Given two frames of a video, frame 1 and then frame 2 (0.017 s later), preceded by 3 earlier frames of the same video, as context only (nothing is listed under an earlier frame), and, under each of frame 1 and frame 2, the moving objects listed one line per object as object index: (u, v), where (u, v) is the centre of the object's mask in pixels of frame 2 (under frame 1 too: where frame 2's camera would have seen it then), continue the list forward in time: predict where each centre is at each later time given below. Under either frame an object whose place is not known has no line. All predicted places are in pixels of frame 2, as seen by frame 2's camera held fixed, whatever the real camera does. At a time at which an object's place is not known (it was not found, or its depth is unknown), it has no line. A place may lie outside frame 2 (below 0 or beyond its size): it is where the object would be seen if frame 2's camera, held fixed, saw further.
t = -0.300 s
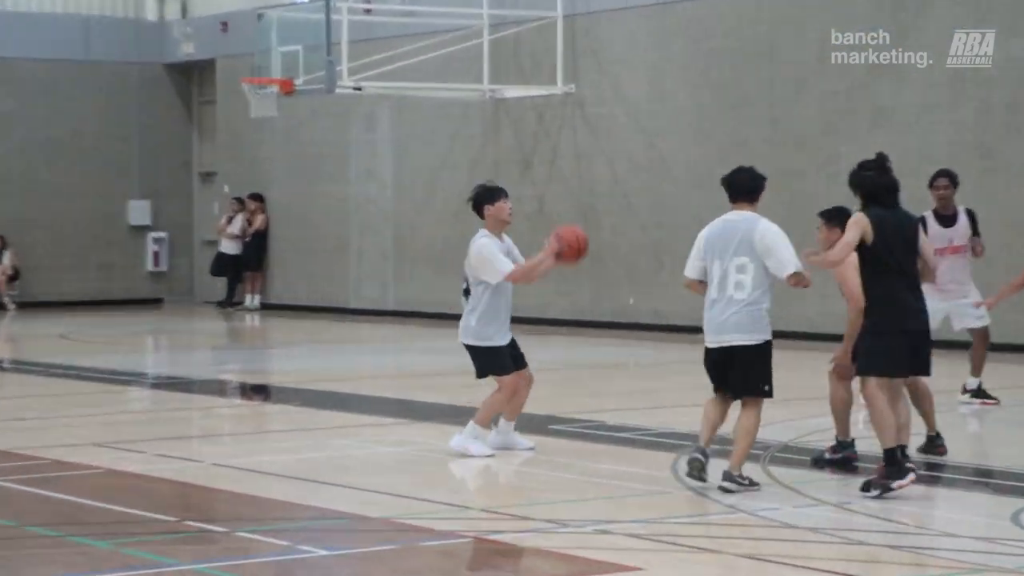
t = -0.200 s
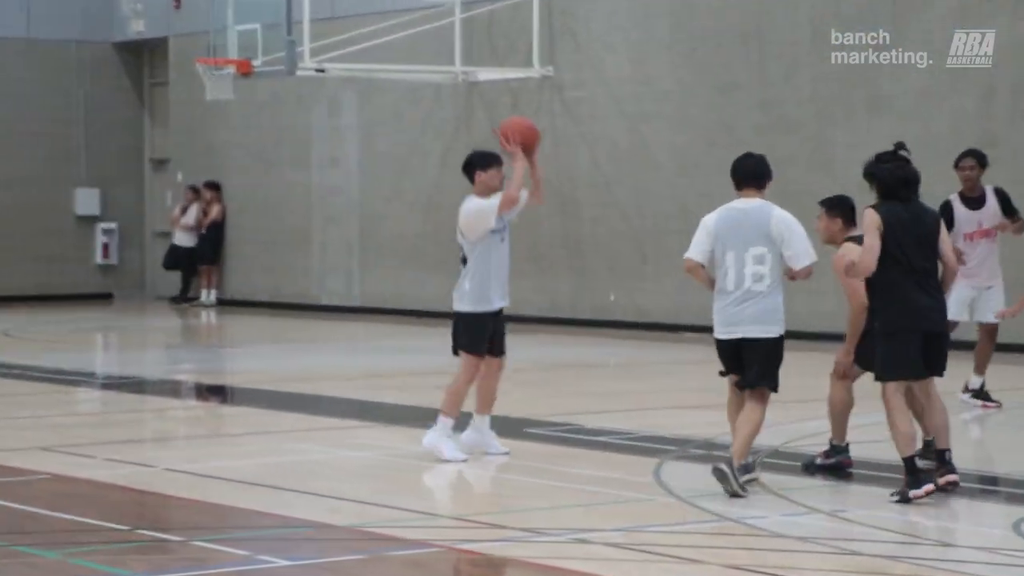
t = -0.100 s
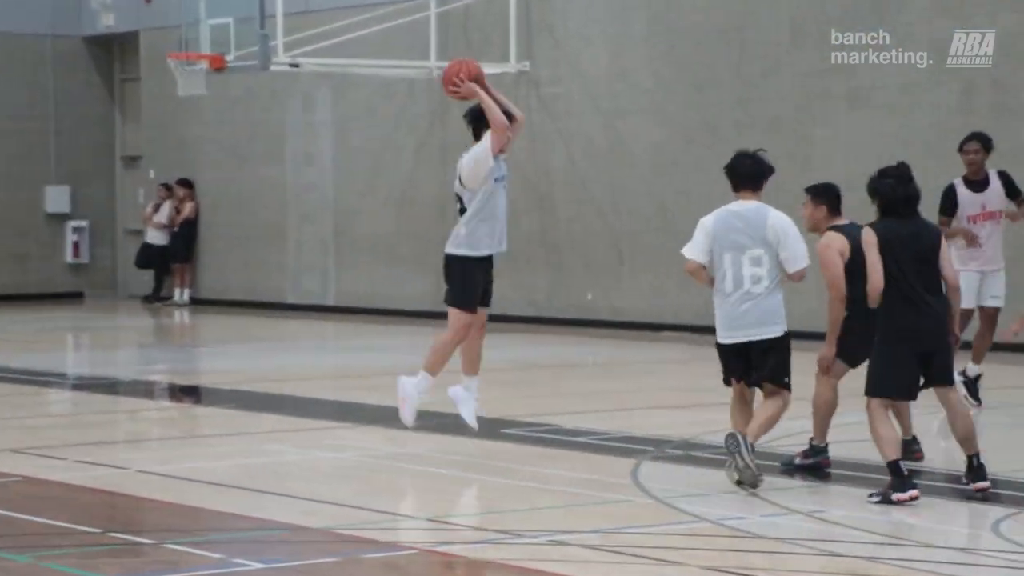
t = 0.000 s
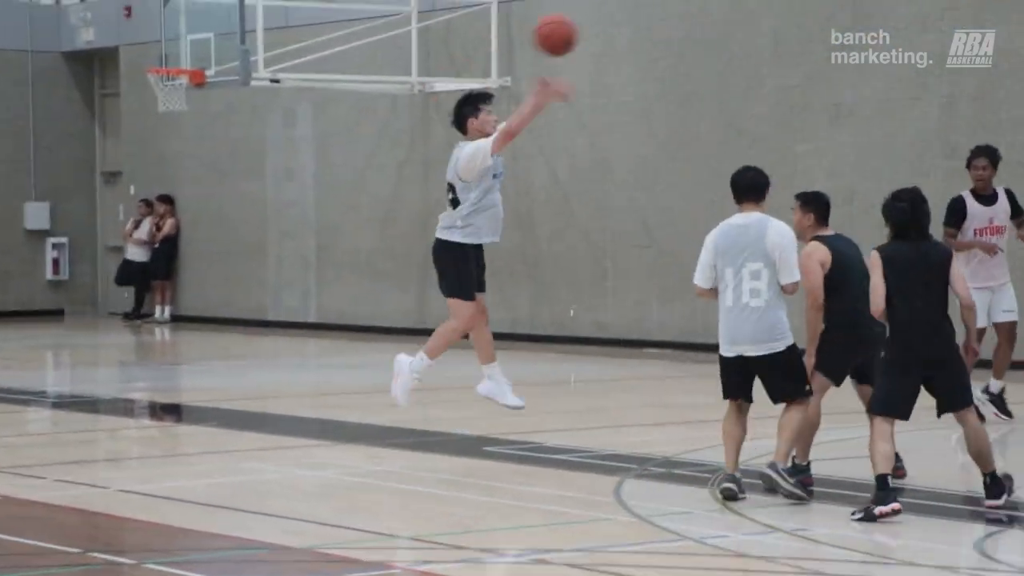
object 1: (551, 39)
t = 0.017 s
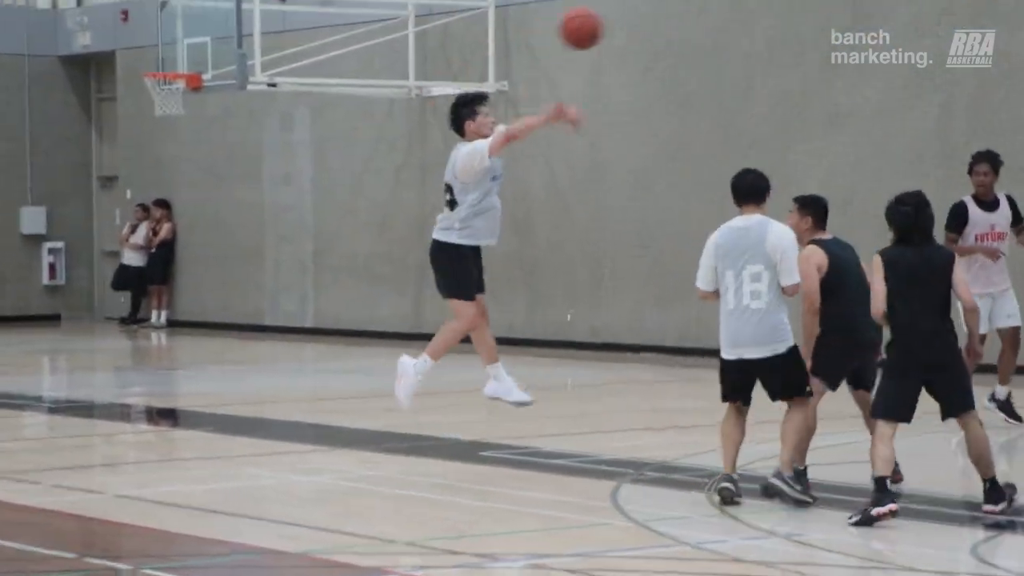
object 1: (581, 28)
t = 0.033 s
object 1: (611, 16)
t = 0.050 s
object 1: (639, 5)
